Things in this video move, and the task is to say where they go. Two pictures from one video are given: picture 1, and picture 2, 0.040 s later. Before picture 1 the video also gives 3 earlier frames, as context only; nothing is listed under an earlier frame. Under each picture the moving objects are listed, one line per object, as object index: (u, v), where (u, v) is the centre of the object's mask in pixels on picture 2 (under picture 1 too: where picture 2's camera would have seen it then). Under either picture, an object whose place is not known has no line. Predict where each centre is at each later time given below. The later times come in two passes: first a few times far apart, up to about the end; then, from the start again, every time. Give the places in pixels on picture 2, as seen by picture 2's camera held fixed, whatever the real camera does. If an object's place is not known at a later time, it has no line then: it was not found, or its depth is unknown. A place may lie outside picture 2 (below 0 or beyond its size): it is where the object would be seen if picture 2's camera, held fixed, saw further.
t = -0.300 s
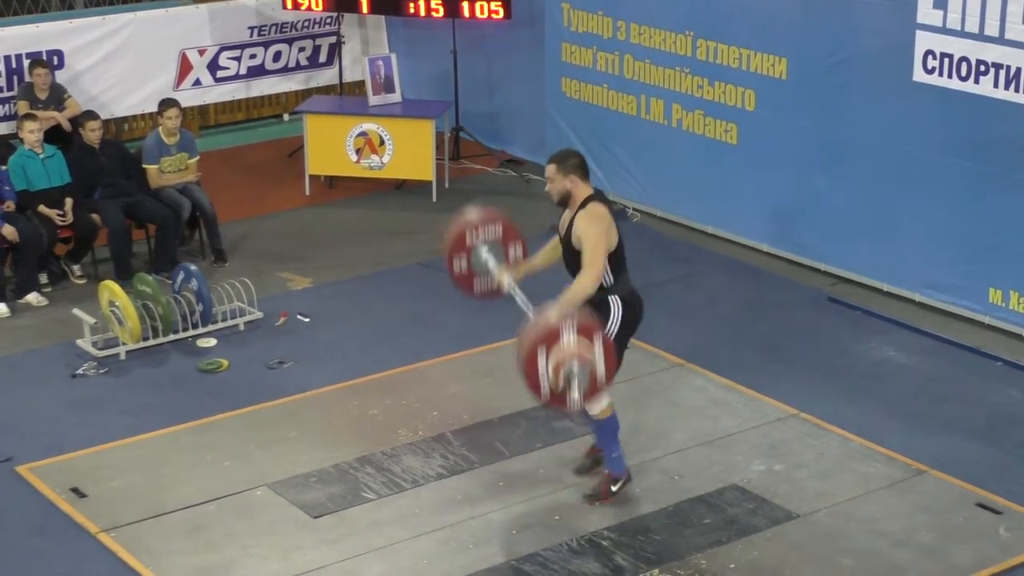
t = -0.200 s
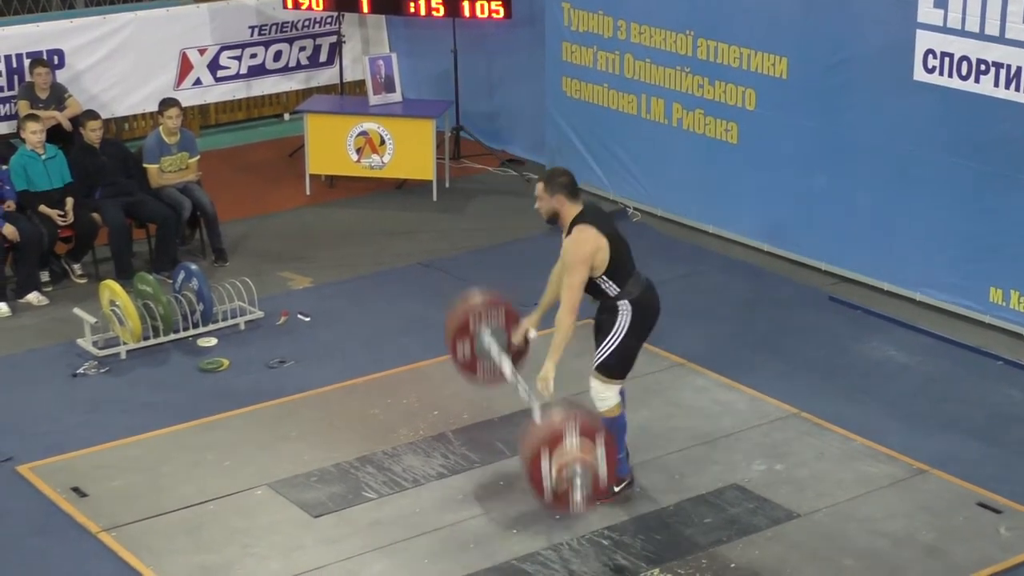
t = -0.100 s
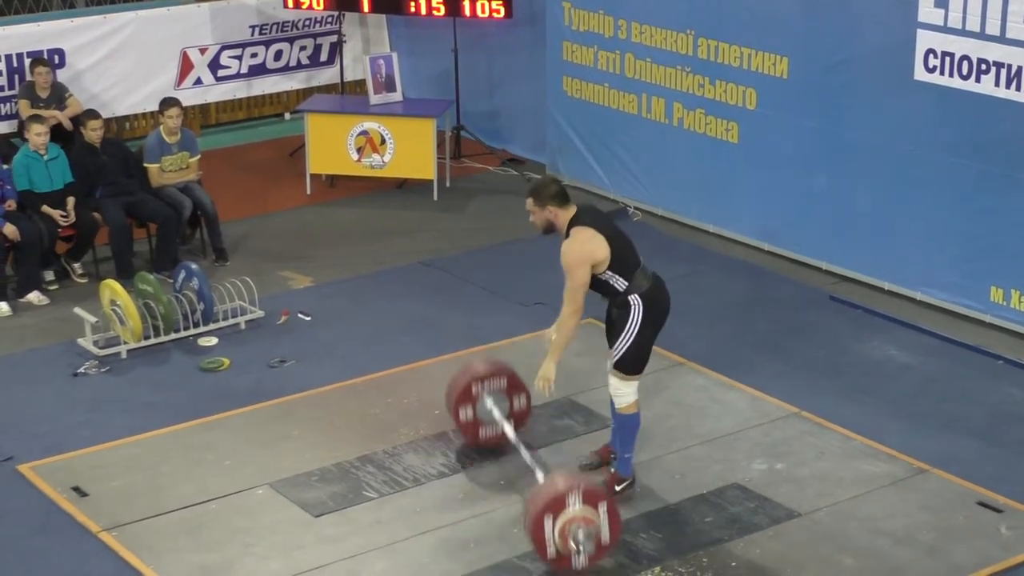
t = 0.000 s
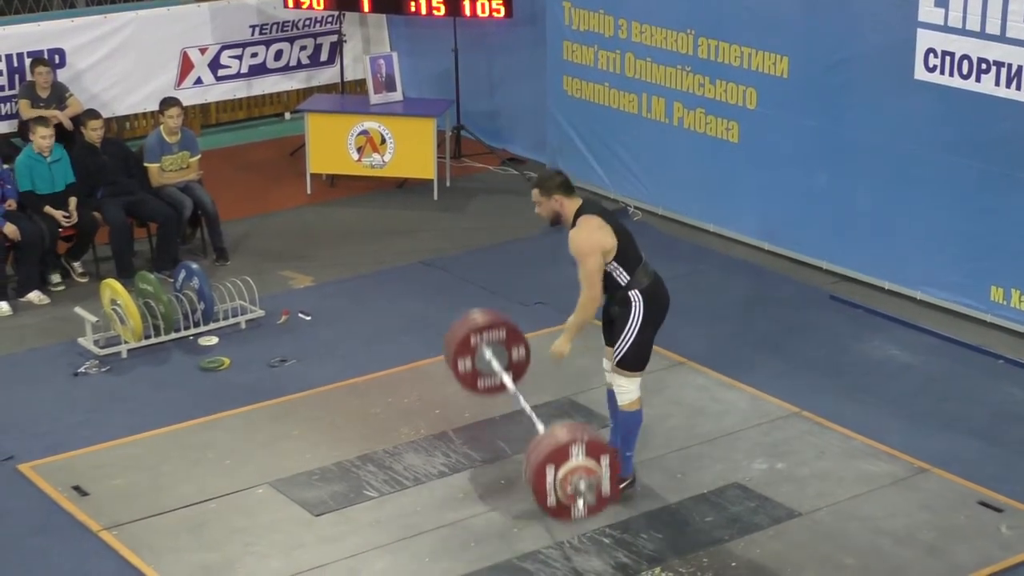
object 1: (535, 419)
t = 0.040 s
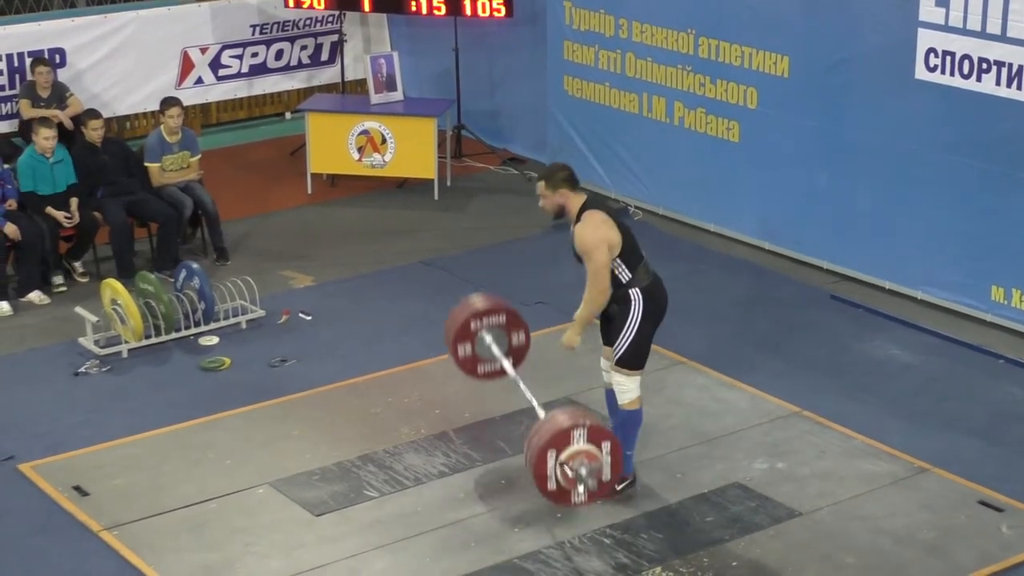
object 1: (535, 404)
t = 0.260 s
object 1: (535, 374)
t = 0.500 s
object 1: (533, 437)
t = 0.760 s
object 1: (531, 428)
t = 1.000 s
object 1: (528, 443)
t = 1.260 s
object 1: (529, 442)
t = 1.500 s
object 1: (530, 442)
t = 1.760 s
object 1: (530, 443)
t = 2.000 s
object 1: (530, 443)
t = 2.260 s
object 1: (530, 442)
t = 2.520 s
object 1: (529, 443)
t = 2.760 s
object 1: (529, 442)
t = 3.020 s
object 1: (529, 442)
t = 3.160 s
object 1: (530, 443)
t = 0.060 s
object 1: (536, 399)
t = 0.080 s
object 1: (536, 394)
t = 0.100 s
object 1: (535, 389)
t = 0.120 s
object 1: (535, 384)
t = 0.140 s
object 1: (535, 380)
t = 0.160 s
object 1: (535, 378)
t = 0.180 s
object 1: (535, 376)
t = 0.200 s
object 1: (535, 374)
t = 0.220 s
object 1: (535, 374)
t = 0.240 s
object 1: (535, 374)
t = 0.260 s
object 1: (535, 374)
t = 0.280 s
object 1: (534, 375)
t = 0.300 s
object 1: (534, 377)
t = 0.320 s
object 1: (534, 380)
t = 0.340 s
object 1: (534, 384)
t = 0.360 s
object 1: (534, 388)
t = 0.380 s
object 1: (534, 392)
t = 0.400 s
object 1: (534, 398)
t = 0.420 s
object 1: (534, 404)
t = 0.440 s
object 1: (534, 411)
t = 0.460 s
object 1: (533, 419)
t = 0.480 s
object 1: (533, 428)
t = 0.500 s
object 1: (533, 437)
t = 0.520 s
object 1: (532, 442)
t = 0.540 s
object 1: (533, 445)
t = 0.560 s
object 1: (533, 447)
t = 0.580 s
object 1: (533, 449)
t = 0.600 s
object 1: (532, 448)
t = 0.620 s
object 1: (532, 444)
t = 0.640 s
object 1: (533, 440)
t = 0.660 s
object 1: (533, 437)
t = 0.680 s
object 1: (533, 434)
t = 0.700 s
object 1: (532, 432)
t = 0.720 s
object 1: (532, 430)
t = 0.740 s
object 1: (532, 429)
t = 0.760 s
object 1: (531, 428)
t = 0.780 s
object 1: (531, 429)
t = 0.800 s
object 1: (531, 431)
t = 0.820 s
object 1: (530, 432)
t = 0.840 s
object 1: (530, 434)
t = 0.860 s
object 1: (530, 434)
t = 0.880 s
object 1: (530, 434)
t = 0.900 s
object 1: (530, 434)
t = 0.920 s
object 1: (529, 434)
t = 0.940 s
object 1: (529, 436)
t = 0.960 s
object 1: (529, 438)
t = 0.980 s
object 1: (529, 440)
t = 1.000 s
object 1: (528, 443)
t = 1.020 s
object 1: (529, 444)
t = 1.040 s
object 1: (528, 442)
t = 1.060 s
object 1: (528, 440)
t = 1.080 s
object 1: (529, 440)
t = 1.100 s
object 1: (529, 438)
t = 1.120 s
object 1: (529, 438)
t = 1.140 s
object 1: (529, 438)
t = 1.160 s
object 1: (529, 437)
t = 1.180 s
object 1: (529, 438)
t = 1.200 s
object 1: (529, 439)
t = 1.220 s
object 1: (529, 440)
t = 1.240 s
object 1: (529, 441)
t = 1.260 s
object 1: (529, 442)
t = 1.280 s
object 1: (529, 442)
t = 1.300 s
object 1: (529, 442)
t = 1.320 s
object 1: (529, 441)
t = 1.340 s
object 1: (529, 440)
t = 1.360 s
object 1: (530, 441)
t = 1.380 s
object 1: (530, 441)
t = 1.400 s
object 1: (530, 441)
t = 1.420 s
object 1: (530, 442)
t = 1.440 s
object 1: (530, 443)
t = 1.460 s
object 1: (530, 442)
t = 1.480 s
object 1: (530, 442)
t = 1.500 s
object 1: (530, 442)
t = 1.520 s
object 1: (530, 442)
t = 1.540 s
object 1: (530, 442)
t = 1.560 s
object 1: (530, 442)
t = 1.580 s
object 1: (530, 442)
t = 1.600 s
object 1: (530, 442)
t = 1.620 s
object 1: (530, 443)
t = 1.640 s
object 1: (530, 443)
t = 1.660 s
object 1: (530, 443)
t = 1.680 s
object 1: (530, 443)
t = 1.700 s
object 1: (530, 443)
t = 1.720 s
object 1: (530, 443)
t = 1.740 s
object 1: (530, 443)
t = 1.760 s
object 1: (530, 443)
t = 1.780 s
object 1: (530, 443)
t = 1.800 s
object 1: (530, 443)
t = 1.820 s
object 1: (530, 443)
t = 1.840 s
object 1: (530, 443)
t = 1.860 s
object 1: (530, 443)
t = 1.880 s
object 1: (530, 443)
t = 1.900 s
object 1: (530, 443)
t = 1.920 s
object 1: (530, 443)
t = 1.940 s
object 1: (530, 443)
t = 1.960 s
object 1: (530, 443)
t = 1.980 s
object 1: (530, 443)
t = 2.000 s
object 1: (530, 443)
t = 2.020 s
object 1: (530, 443)
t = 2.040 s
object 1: (530, 443)
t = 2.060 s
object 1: (530, 443)
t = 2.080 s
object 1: (530, 443)
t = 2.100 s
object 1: (530, 443)
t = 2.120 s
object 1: (530, 443)
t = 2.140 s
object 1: (530, 442)
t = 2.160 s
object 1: (530, 442)
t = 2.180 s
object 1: (530, 443)
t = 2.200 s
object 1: (530, 443)
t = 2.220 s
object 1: (530, 442)
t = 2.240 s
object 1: (530, 443)
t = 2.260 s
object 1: (530, 442)
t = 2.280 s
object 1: (530, 443)
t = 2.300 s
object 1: (529, 443)
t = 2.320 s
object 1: (529, 443)
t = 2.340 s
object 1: (529, 443)
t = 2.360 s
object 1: (529, 443)
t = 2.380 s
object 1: (529, 443)
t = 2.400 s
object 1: (529, 443)
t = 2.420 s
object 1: (529, 442)
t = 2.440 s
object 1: (529, 443)
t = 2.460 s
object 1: (529, 443)
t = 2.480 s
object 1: (529, 443)
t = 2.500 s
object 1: (530, 443)
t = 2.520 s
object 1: (529, 443)
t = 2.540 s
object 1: (529, 443)
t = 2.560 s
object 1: (529, 442)
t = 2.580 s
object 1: (529, 443)
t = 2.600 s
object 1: (529, 442)
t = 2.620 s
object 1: (529, 443)
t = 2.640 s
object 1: (529, 442)
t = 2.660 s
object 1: (529, 442)
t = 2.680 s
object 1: (529, 442)
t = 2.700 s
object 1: (529, 443)
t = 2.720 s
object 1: (529, 442)
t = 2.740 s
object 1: (529, 443)
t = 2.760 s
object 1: (529, 442)
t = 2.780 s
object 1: (529, 442)
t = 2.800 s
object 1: (529, 442)
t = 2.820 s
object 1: (529, 443)
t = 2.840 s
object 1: (529, 443)
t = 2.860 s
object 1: (529, 443)
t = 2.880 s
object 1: (529, 443)
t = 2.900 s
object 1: (529, 443)
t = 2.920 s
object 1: (529, 443)
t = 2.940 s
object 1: (529, 442)
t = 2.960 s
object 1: (529, 442)
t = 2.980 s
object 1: (529, 442)
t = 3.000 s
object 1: (529, 443)
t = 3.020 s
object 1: (529, 442)
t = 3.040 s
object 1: (529, 442)
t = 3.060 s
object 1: (529, 442)
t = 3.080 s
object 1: (529, 442)
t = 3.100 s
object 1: (529, 442)
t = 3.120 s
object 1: (529, 442)
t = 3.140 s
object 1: (529, 443)
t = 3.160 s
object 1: (530, 443)
